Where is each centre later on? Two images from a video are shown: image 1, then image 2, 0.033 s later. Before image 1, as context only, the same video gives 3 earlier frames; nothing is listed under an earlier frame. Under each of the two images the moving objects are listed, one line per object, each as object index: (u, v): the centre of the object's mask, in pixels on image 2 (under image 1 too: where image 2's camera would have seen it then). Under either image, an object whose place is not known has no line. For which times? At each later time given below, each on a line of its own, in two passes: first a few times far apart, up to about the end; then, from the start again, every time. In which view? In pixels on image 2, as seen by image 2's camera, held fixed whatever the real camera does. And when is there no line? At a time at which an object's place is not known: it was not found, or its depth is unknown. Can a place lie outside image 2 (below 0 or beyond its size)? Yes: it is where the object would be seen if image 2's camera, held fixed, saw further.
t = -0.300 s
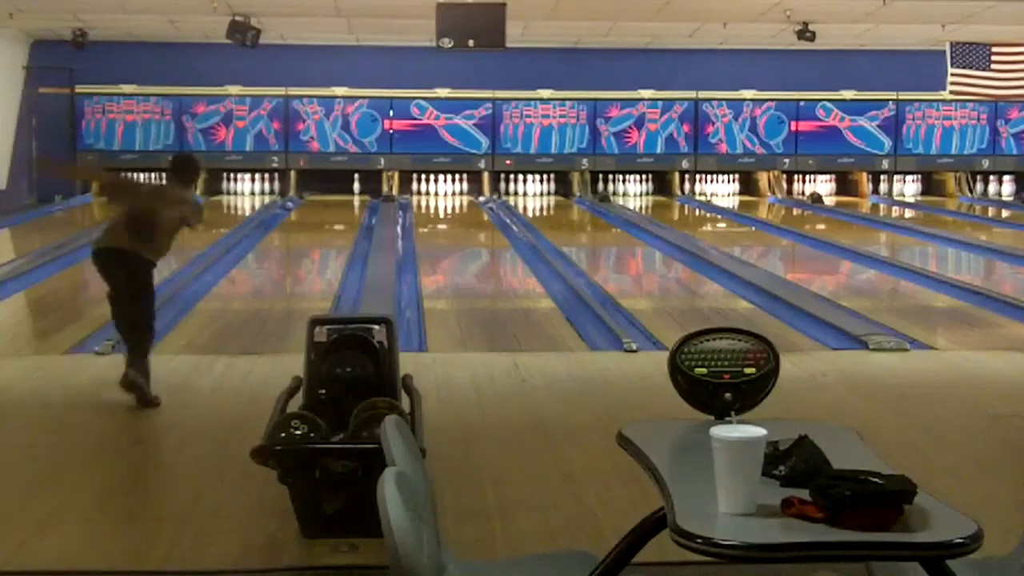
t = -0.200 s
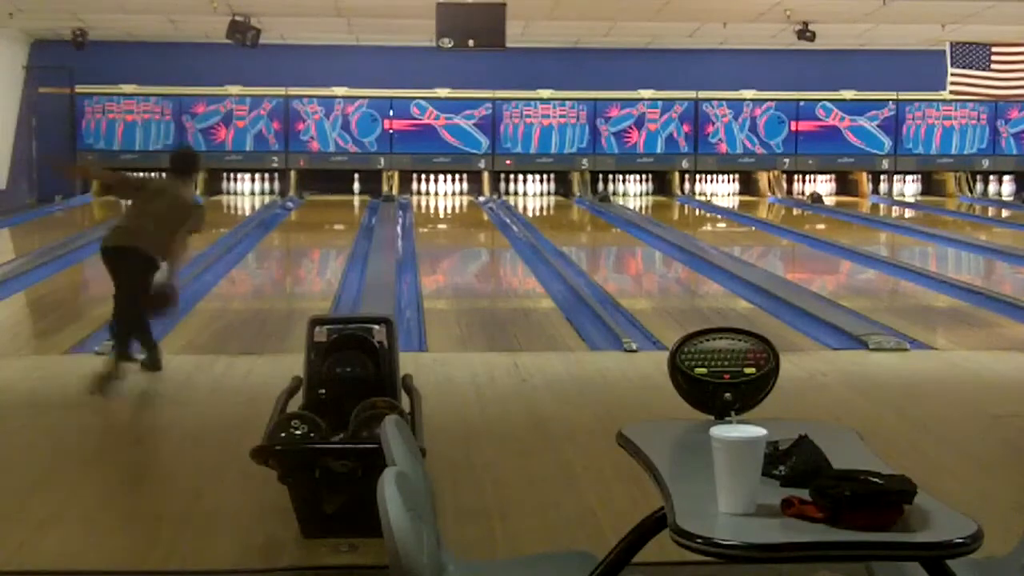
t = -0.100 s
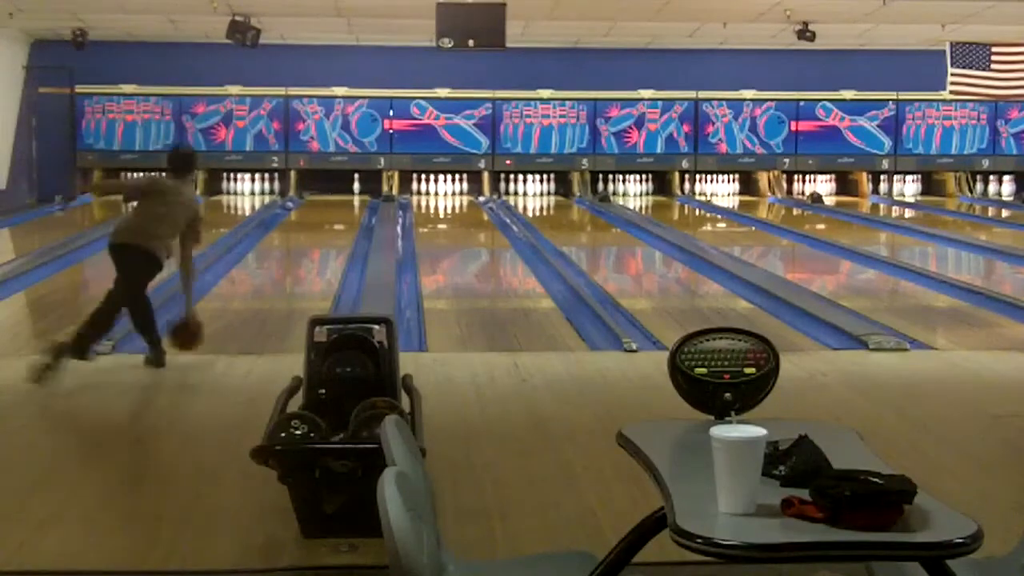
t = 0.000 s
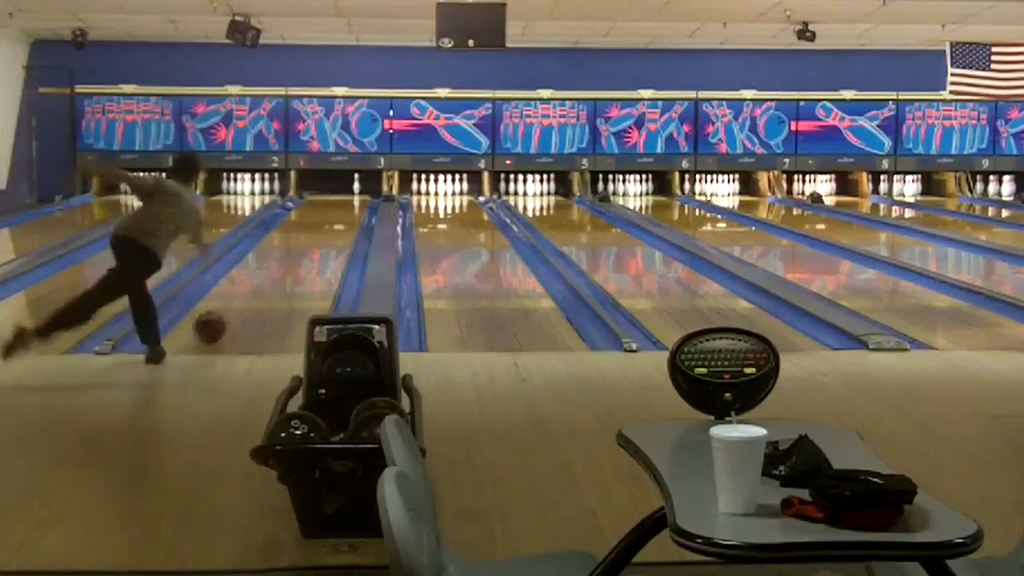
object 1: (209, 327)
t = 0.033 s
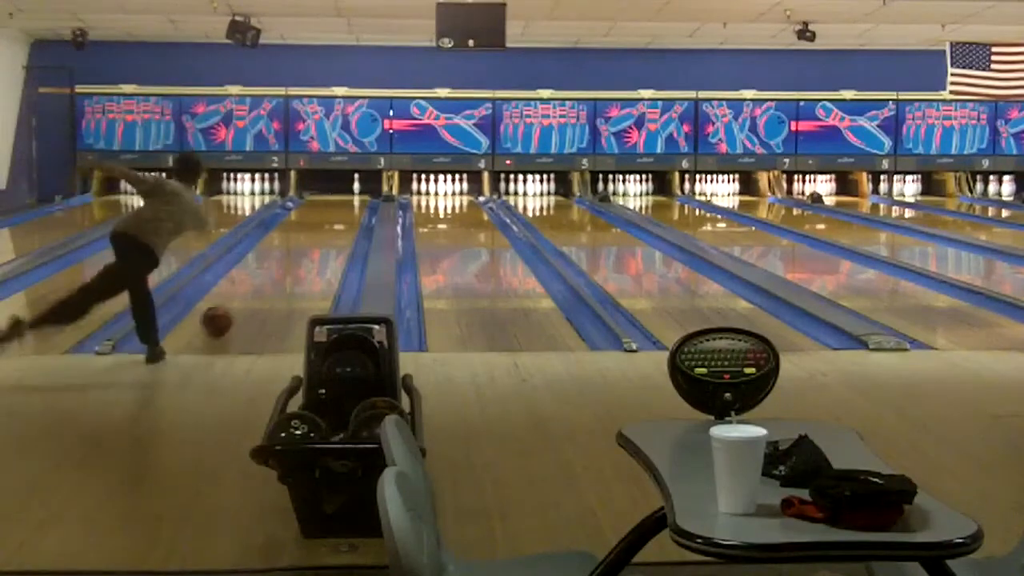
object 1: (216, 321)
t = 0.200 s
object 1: (246, 294)
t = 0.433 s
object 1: (275, 267)
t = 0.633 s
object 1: (294, 250)
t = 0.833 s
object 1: (309, 236)
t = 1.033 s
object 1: (322, 225)
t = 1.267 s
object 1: (333, 214)
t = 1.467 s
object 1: (339, 207)
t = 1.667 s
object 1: (346, 199)
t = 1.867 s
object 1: (352, 193)
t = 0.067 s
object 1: (223, 315)
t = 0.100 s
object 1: (229, 308)
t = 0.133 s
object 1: (234, 303)
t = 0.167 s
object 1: (240, 299)
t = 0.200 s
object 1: (246, 294)
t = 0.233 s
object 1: (250, 290)
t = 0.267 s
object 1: (255, 286)
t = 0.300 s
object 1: (259, 282)
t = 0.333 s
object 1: (263, 278)
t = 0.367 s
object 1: (268, 274)
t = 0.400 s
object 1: (272, 271)
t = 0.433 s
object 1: (275, 267)
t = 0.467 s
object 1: (279, 263)
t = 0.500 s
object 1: (282, 260)
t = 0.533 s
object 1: (286, 258)
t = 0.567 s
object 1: (289, 255)
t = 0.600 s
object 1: (291, 252)
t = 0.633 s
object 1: (294, 250)
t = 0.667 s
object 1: (297, 247)
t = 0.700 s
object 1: (300, 245)
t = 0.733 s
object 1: (302, 242)
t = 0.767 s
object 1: (305, 240)
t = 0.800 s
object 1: (307, 239)
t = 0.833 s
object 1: (309, 236)
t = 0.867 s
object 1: (312, 234)
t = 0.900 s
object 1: (314, 232)
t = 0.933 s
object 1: (316, 230)
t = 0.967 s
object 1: (317, 229)
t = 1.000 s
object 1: (320, 226)
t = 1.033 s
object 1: (322, 225)
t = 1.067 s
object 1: (324, 223)
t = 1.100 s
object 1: (325, 222)
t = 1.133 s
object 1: (327, 219)
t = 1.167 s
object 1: (328, 218)
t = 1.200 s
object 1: (330, 216)
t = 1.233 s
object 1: (332, 215)
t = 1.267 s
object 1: (333, 214)
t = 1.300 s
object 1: (335, 212)
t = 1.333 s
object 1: (336, 210)
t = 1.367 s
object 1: (337, 209)
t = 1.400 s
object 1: (338, 208)
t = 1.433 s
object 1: (339, 207)
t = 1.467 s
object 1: (339, 207)
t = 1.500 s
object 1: (340, 206)
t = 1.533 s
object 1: (341, 205)
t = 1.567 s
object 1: (344, 203)
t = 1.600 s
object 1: (345, 202)
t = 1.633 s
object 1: (345, 202)
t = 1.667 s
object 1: (346, 199)
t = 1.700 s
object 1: (347, 198)
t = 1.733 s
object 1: (348, 197)
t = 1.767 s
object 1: (349, 197)
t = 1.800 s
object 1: (352, 197)
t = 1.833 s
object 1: (351, 195)
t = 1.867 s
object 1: (352, 193)
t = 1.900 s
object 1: (352, 193)
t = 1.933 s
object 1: (353, 192)
